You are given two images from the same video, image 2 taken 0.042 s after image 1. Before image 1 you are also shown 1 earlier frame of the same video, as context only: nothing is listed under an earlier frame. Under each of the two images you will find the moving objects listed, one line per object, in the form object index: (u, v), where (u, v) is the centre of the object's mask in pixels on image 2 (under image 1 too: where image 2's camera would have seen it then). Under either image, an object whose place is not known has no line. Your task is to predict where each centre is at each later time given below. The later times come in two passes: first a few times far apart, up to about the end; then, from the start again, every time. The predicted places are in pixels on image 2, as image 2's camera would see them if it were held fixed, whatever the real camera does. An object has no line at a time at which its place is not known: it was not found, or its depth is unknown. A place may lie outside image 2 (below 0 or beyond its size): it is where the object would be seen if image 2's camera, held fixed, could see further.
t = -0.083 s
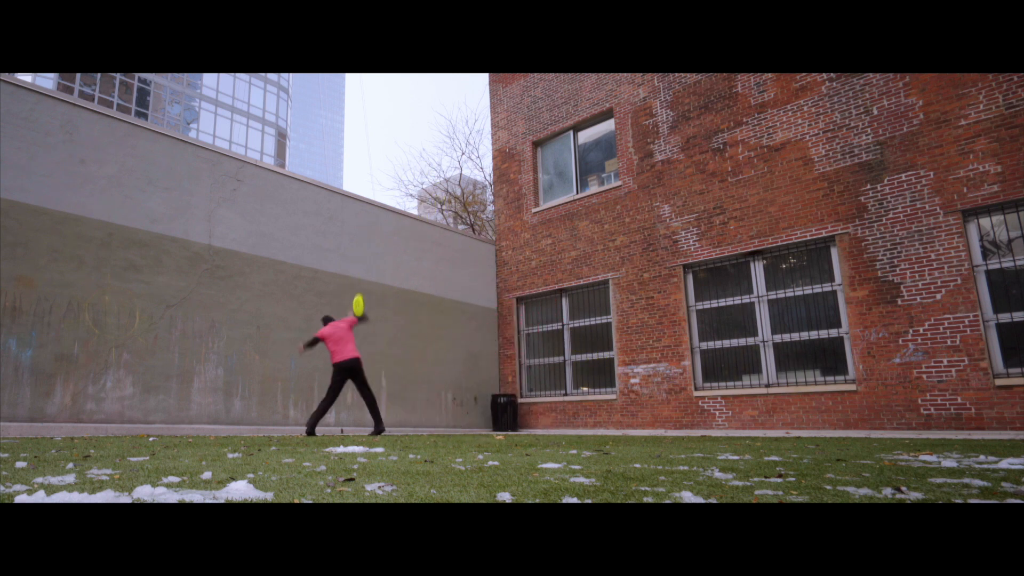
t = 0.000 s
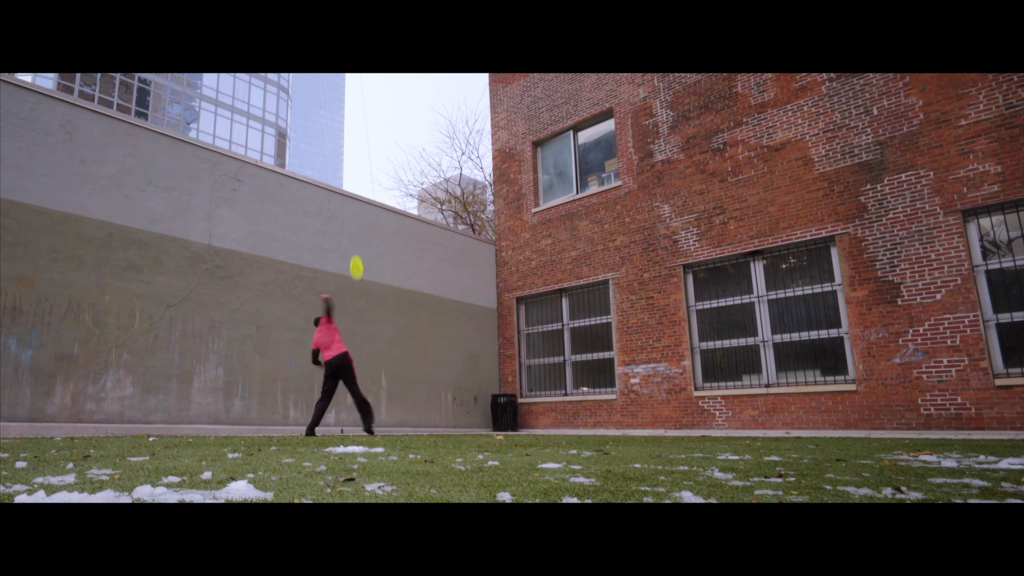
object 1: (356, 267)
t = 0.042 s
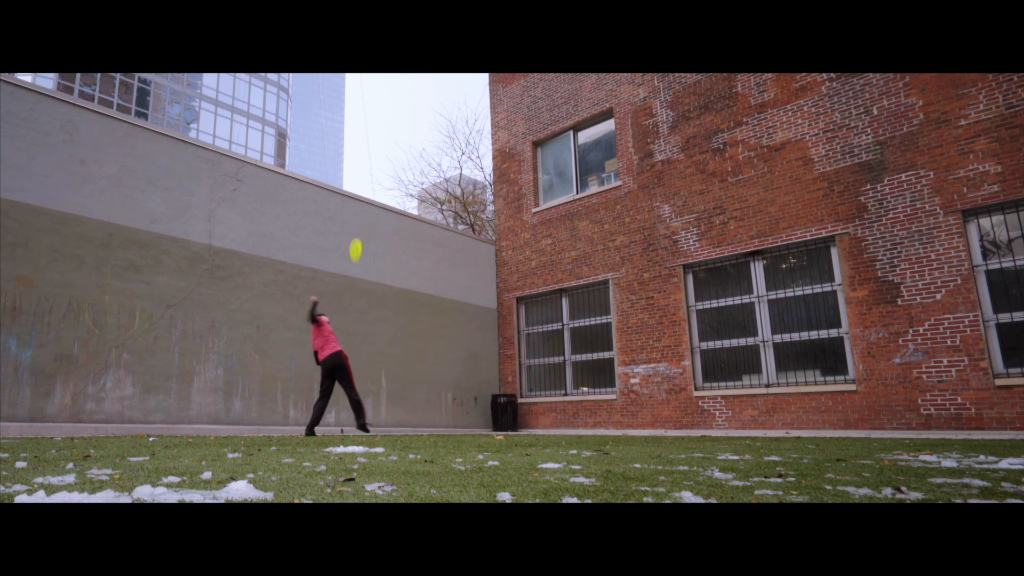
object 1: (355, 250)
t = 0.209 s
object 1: (352, 196)
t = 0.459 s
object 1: (347, 148)
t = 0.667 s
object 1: (340, 138)
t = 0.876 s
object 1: (332, 155)
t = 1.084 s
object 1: (316, 201)
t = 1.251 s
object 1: (299, 258)
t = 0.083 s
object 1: (355, 234)
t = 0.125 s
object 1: (354, 220)
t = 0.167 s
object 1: (353, 207)
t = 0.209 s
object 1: (352, 196)
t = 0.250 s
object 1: (351, 185)
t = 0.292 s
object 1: (350, 174)
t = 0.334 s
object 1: (350, 166)
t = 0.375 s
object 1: (349, 159)
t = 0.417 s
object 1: (348, 153)
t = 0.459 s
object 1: (347, 148)
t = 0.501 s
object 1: (345, 143)
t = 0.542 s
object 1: (344, 141)
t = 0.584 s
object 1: (343, 139)
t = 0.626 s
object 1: (342, 138)
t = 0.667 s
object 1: (340, 138)
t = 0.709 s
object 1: (339, 139)
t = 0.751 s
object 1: (338, 142)
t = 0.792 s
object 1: (336, 145)
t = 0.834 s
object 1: (334, 150)
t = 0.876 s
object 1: (332, 155)
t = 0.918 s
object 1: (330, 162)
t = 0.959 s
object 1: (327, 170)
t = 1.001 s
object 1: (323, 180)
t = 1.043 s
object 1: (320, 191)
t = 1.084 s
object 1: (316, 201)
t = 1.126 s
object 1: (313, 214)
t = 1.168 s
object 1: (308, 227)
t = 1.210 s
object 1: (304, 242)
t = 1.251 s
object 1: (299, 258)
